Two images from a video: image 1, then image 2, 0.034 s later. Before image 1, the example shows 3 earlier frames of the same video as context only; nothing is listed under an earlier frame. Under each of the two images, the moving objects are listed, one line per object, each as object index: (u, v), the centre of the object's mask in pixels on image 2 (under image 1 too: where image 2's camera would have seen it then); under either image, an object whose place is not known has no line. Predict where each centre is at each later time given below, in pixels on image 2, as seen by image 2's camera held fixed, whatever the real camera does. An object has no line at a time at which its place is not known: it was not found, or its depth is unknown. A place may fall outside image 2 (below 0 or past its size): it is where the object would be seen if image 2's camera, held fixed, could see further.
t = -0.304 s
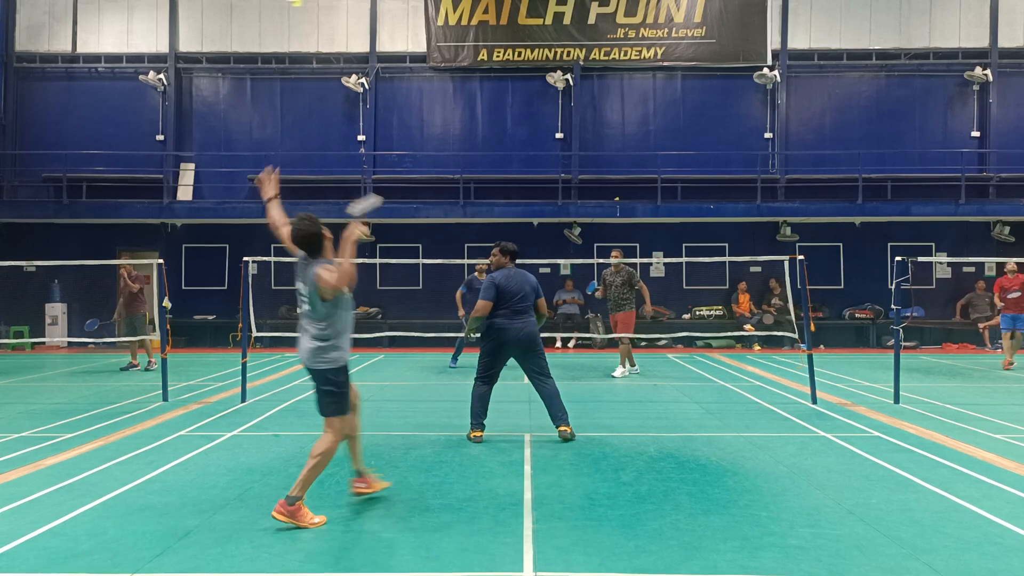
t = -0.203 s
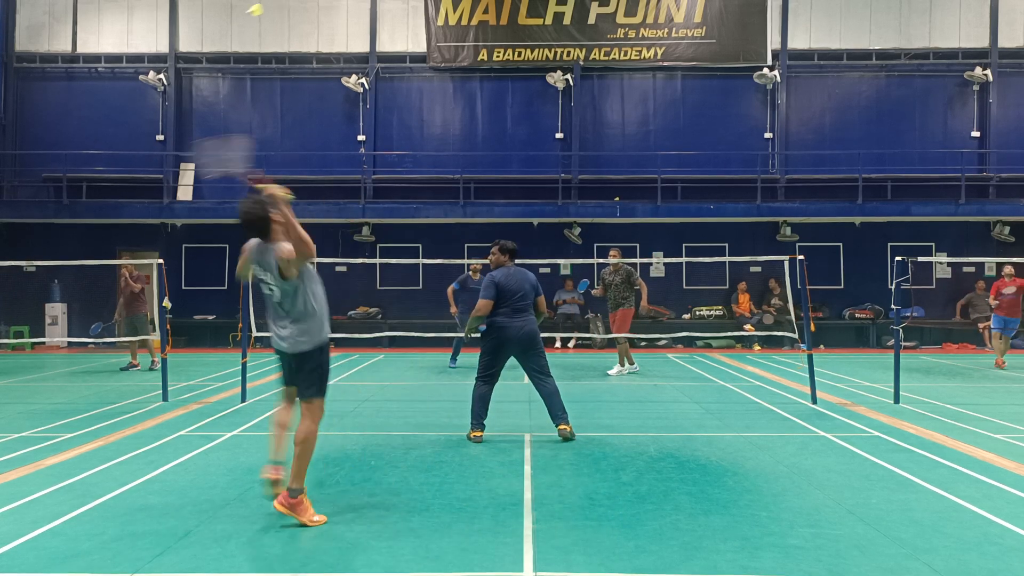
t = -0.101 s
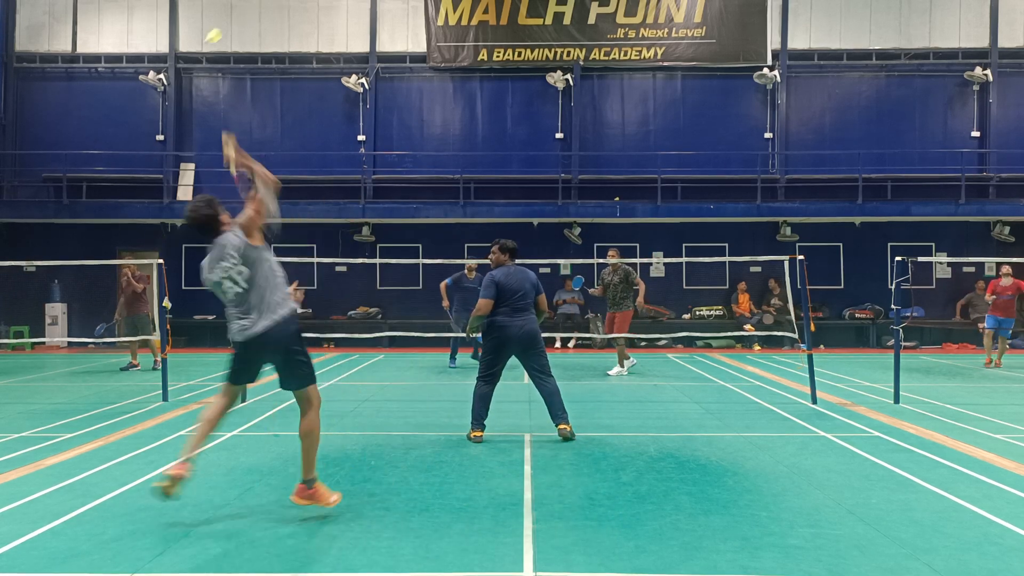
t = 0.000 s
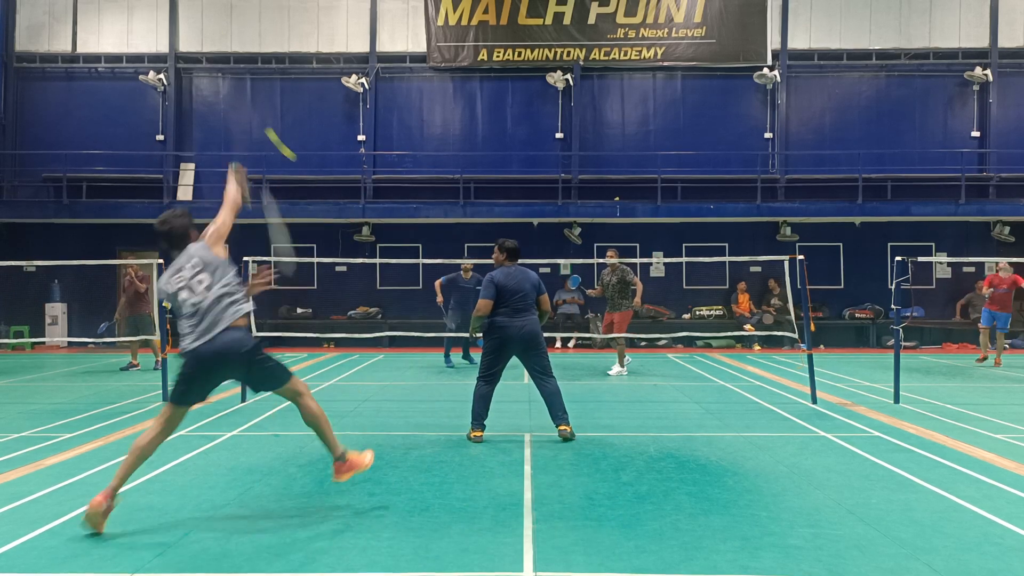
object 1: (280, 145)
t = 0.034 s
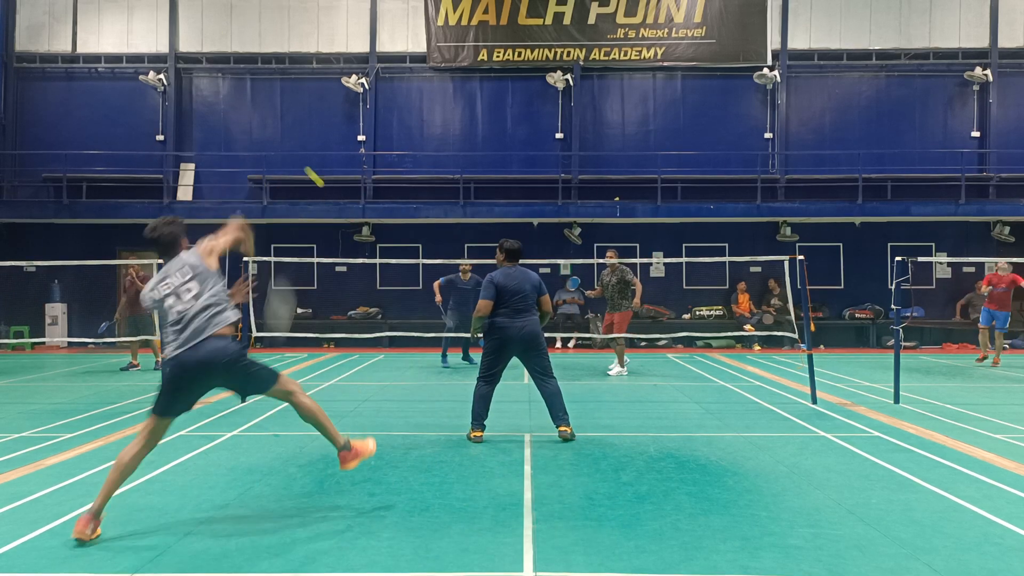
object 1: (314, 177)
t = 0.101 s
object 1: (349, 213)
